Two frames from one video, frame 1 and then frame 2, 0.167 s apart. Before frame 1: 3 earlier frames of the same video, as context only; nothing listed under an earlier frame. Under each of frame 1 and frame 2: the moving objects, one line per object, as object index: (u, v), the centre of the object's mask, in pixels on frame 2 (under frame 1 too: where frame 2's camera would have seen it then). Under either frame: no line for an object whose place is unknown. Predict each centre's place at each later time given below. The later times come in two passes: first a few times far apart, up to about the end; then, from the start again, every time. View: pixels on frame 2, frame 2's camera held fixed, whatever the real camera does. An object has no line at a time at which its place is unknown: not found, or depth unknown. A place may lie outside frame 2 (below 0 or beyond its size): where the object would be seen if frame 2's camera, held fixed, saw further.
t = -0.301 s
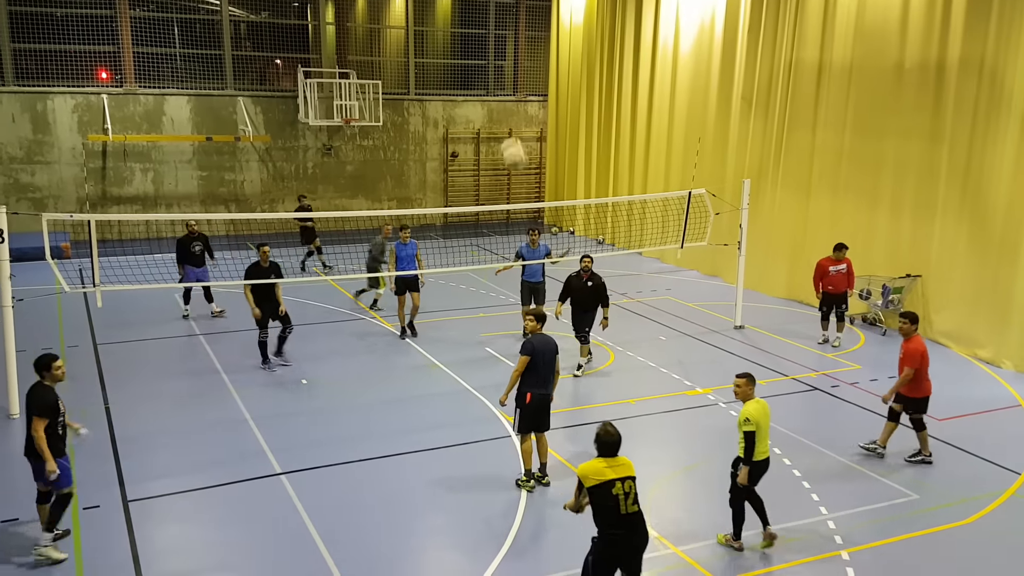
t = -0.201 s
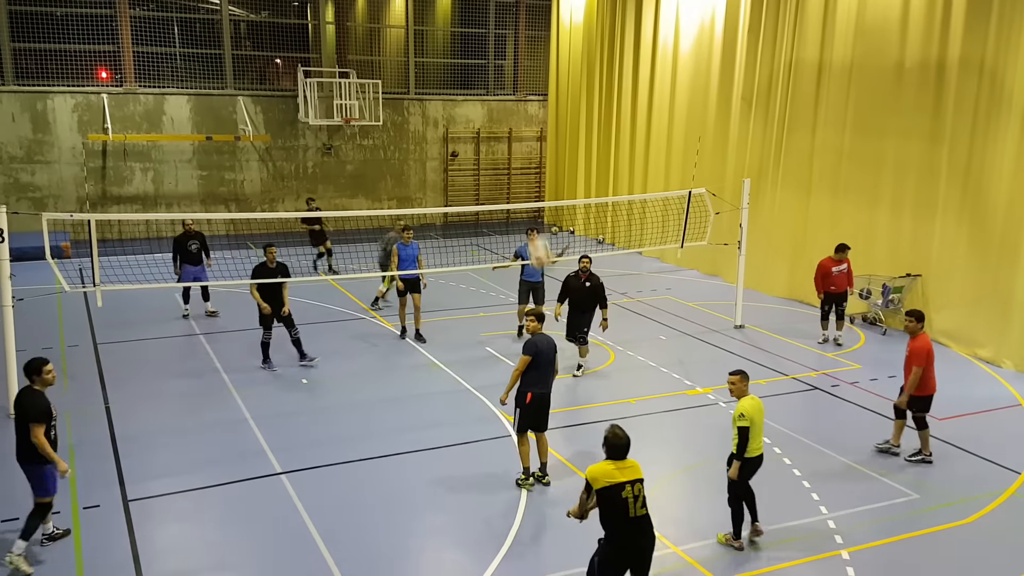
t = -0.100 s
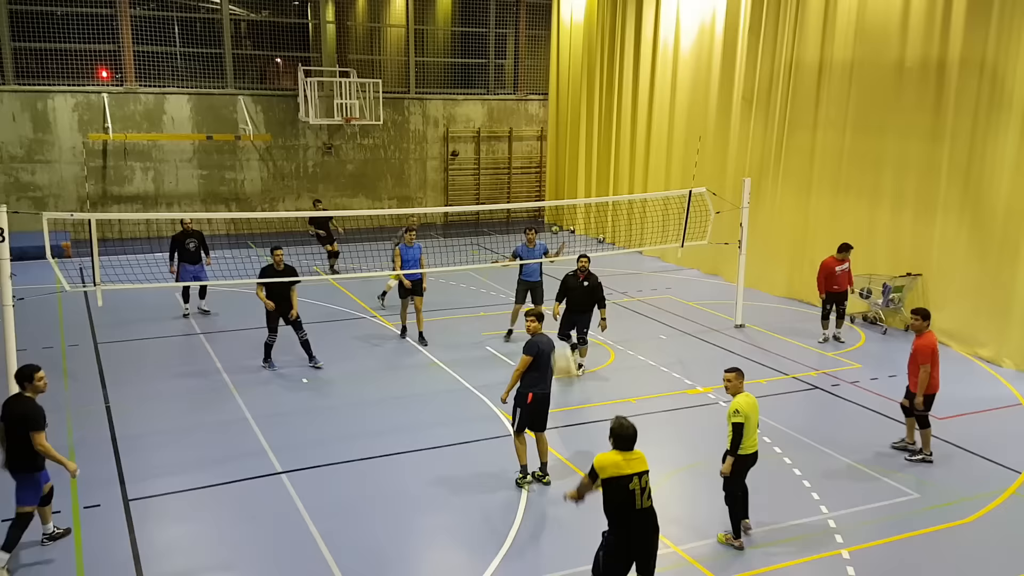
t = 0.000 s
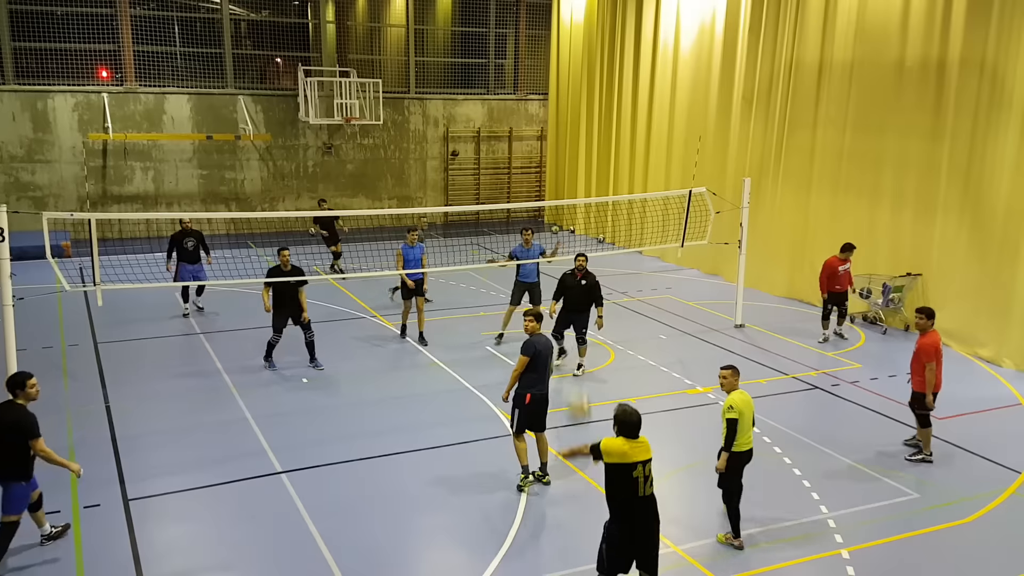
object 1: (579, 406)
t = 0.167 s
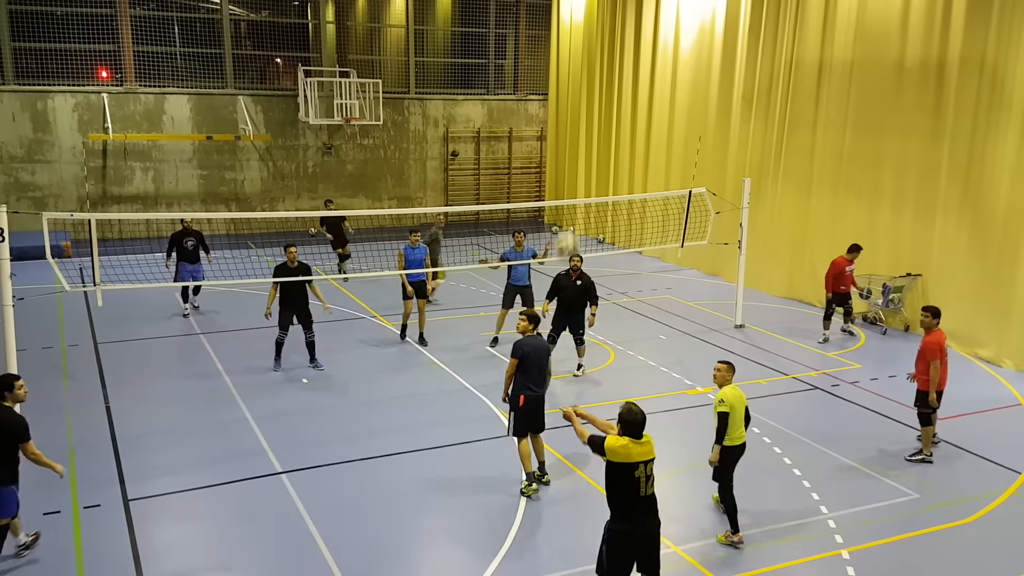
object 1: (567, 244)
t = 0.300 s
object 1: (557, 148)
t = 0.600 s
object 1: (538, 27)
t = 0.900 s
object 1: (519, 18)
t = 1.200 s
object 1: (502, 90)
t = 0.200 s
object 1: (564, 218)
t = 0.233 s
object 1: (561, 191)
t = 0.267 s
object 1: (560, 171)
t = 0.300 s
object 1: (557, 148)
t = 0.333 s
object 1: (555, 128)
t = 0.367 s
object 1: (554, 110)
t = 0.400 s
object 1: (551, 94)
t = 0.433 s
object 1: (549, 78)
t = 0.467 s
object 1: (547, 64)
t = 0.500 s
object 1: (545, 53)
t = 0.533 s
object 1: (542, 43)
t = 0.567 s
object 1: (540, 34)
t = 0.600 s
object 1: (538, 27)
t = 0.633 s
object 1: (536, 20)
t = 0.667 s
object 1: (534, 16)
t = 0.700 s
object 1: (531, 13)
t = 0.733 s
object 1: (529, 11)
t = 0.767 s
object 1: (527, 10)
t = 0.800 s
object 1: (525, 10)
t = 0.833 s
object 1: (523, 12)
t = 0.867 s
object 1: (521, 15)
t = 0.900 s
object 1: (519, 18)
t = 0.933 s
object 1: (517, 23)
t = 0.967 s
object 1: (515, 29)
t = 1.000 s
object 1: (513, 35)
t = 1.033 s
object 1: (511, 43)
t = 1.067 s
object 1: (509, 50)
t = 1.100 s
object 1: (508, 60)
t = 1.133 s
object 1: (505, 70)
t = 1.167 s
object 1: (504, 80)
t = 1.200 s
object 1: (502, 90)
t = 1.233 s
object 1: (501, 103)
